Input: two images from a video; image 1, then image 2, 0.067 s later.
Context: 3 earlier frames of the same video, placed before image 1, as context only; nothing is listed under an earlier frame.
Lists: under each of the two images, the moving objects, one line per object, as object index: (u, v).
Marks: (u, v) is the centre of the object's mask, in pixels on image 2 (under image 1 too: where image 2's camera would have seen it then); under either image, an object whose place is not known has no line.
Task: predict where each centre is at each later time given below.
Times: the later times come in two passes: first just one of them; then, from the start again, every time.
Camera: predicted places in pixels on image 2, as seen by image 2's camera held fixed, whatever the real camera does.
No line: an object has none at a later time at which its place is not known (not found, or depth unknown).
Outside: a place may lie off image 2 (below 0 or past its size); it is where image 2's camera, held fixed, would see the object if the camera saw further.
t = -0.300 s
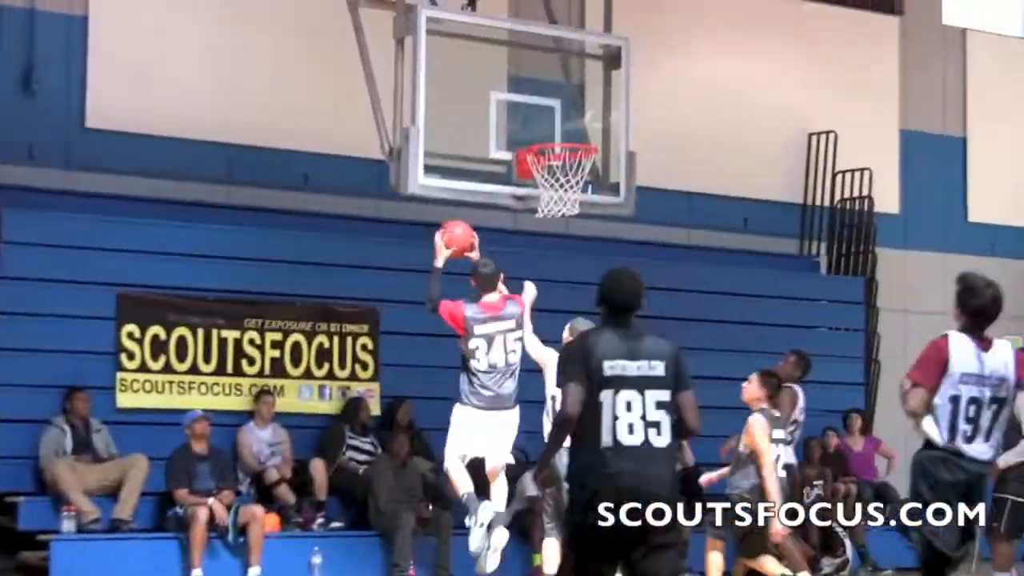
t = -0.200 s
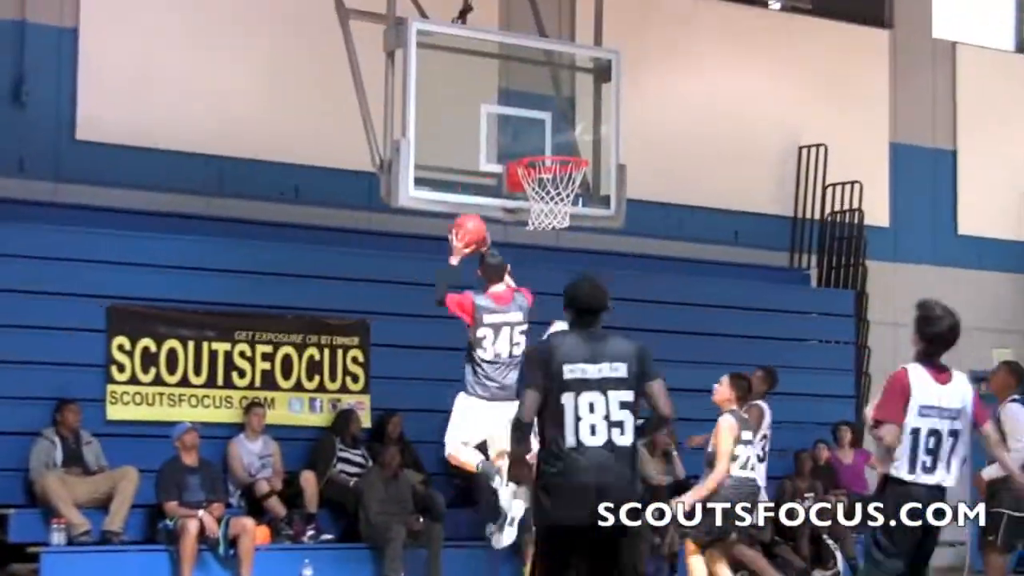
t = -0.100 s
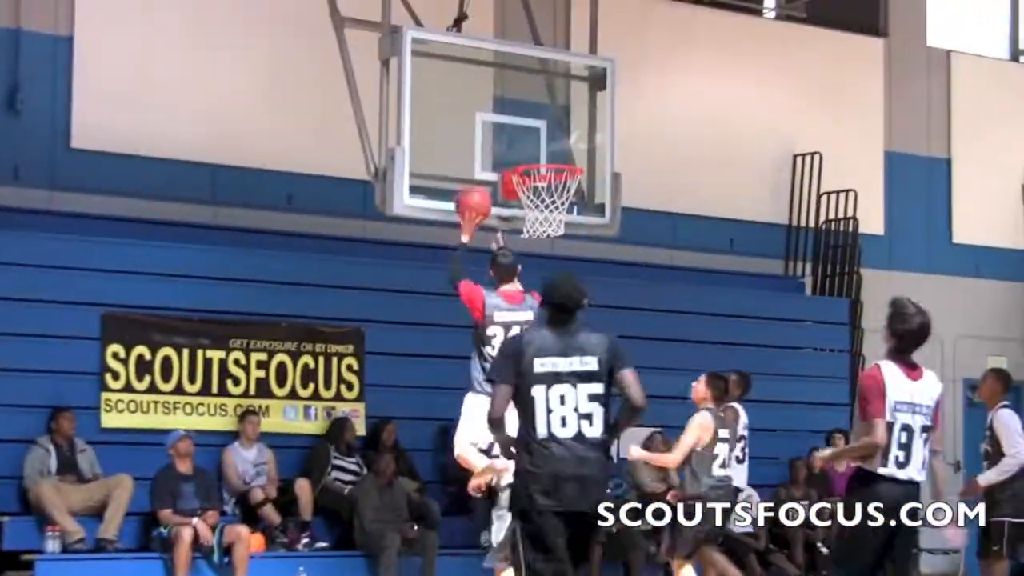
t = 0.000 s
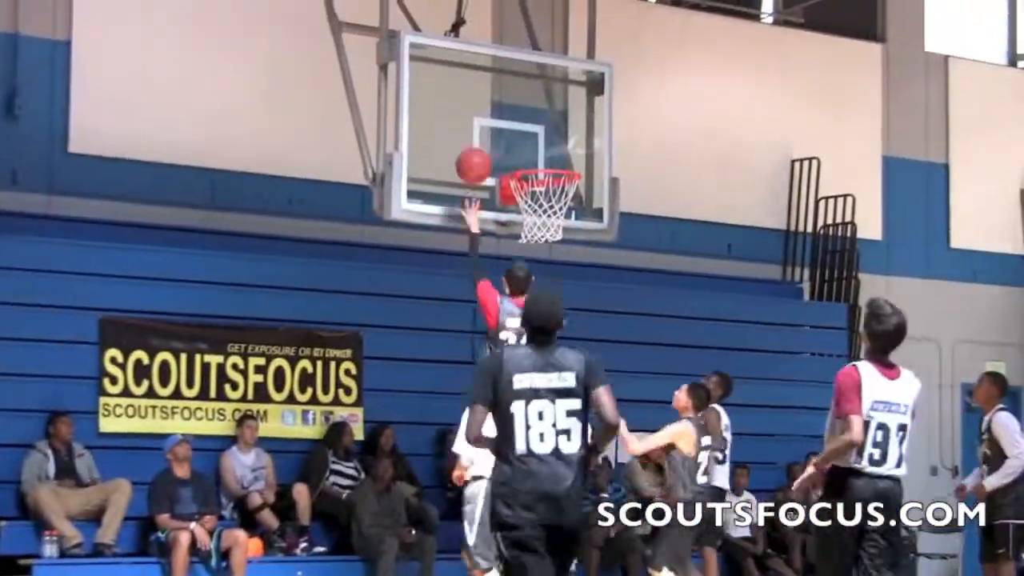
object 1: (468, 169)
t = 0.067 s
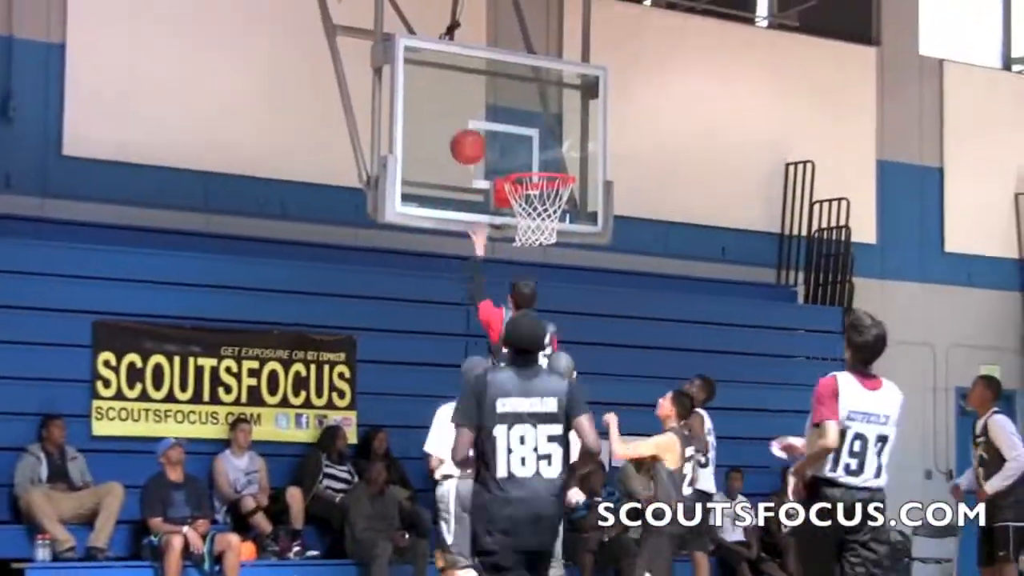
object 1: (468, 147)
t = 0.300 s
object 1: (523, 143)
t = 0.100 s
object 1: (468, 139)
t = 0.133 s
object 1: (474, 135)
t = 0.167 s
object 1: (483, 133)
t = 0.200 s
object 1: (493, 134)
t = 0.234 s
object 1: (503, 136)
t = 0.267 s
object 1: (513, 138)
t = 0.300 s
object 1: (523, 143)
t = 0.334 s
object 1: (533, 149)
